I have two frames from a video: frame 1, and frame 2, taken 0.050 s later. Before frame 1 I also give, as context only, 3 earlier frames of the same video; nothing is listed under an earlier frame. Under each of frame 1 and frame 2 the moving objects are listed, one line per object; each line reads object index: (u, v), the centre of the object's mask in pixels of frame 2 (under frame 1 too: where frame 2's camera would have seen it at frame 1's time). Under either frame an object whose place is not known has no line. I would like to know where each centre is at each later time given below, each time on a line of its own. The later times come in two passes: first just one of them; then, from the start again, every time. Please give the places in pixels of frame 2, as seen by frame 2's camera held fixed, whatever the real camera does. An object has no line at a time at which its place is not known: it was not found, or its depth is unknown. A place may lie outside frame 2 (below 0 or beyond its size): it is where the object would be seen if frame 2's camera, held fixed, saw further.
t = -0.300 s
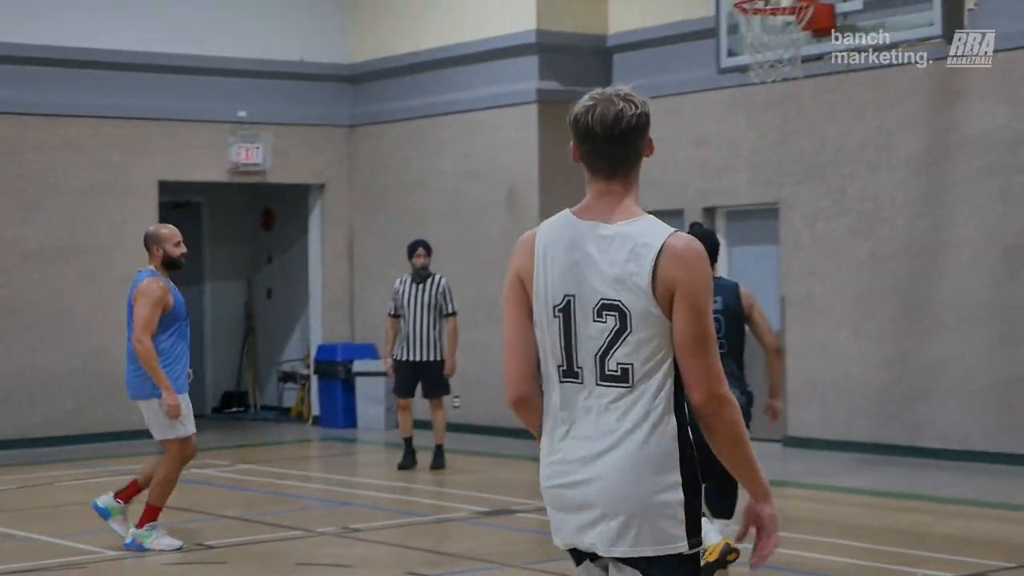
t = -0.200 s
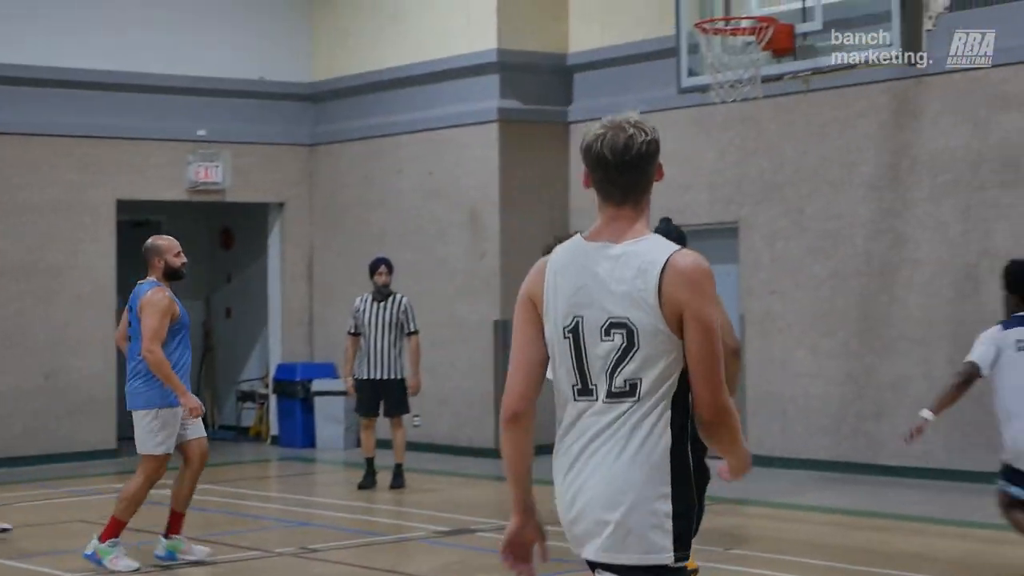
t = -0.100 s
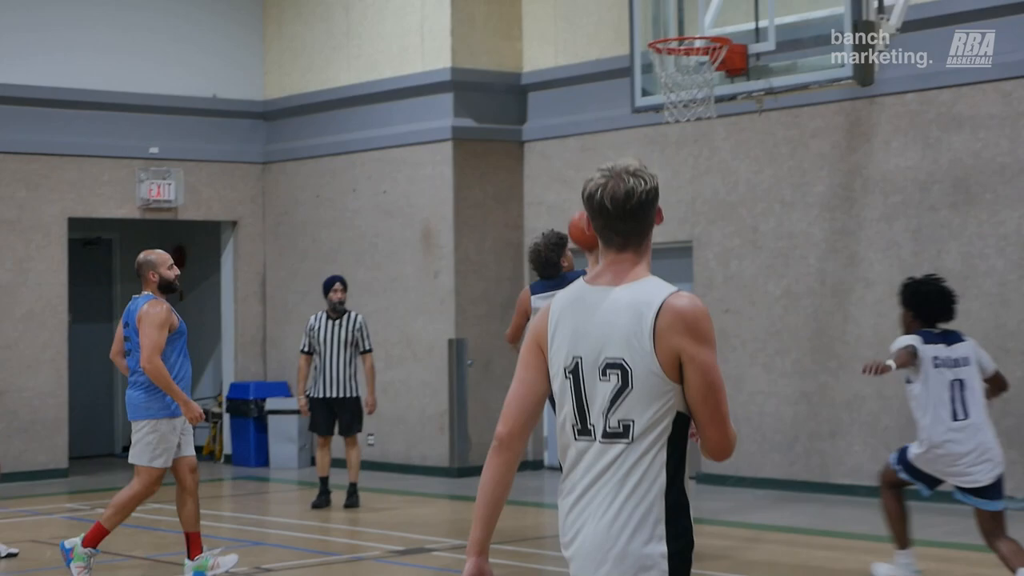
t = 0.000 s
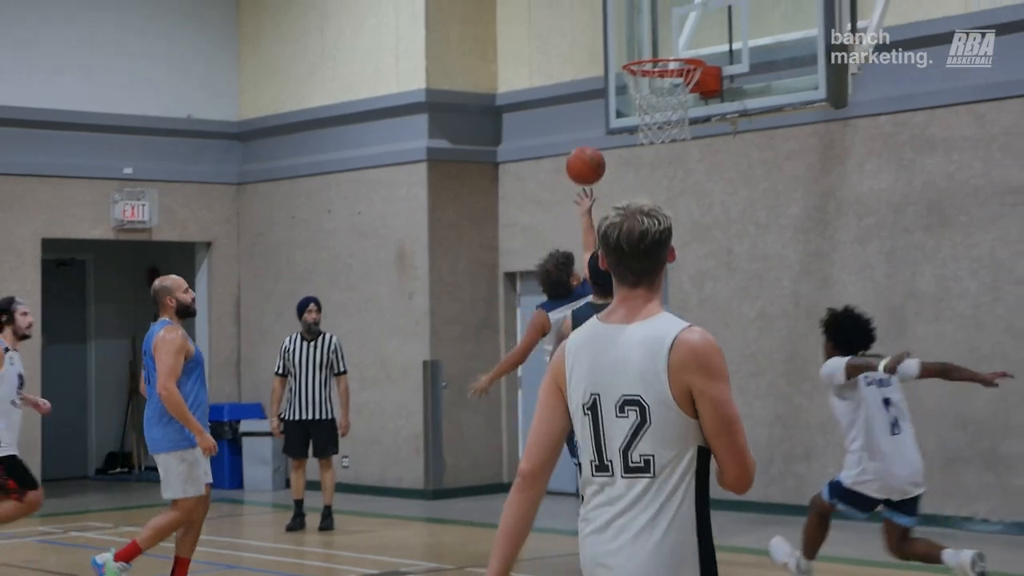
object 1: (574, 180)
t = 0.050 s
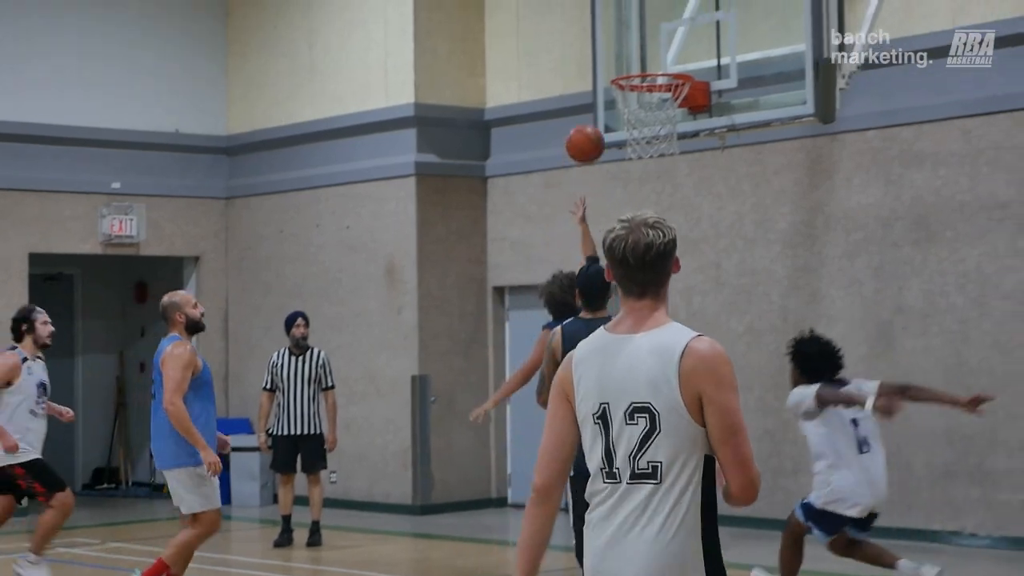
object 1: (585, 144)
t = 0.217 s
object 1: (623, 53)
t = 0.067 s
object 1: (589, 133)
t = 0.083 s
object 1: (592, 122)
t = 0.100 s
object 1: (596, 112)
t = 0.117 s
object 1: (599, 103)
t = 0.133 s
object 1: (601, 94)
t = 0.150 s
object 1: (603, 83)
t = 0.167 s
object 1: (609, 73)
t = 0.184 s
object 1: (615, 65)
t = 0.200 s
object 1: (620, 59)
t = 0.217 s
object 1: (623, 53)
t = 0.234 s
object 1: (628, 46)
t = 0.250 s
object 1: (631, 40)
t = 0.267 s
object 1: (635, 34)
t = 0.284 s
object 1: (638, 29)
